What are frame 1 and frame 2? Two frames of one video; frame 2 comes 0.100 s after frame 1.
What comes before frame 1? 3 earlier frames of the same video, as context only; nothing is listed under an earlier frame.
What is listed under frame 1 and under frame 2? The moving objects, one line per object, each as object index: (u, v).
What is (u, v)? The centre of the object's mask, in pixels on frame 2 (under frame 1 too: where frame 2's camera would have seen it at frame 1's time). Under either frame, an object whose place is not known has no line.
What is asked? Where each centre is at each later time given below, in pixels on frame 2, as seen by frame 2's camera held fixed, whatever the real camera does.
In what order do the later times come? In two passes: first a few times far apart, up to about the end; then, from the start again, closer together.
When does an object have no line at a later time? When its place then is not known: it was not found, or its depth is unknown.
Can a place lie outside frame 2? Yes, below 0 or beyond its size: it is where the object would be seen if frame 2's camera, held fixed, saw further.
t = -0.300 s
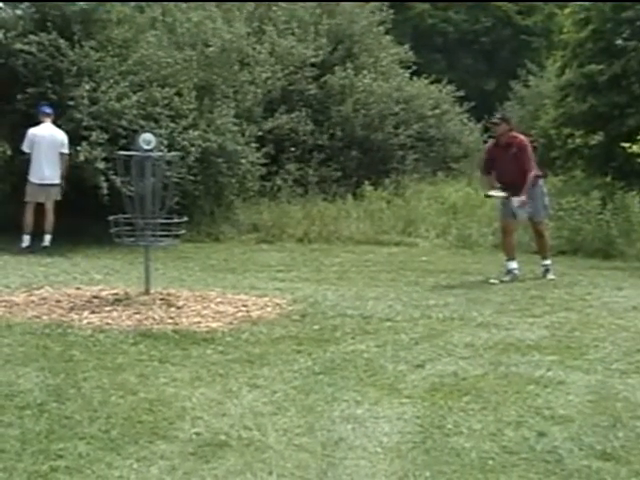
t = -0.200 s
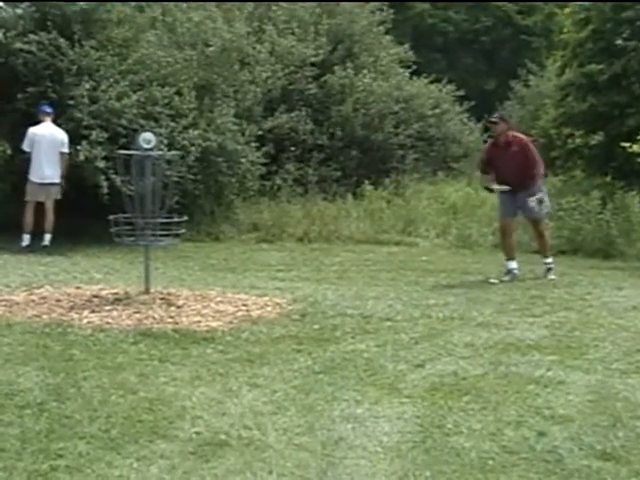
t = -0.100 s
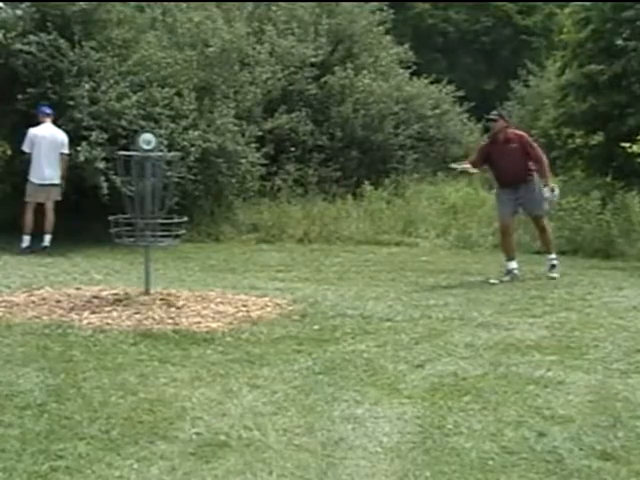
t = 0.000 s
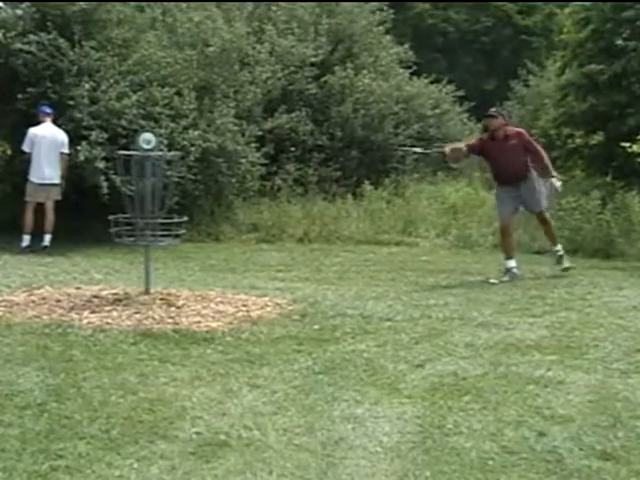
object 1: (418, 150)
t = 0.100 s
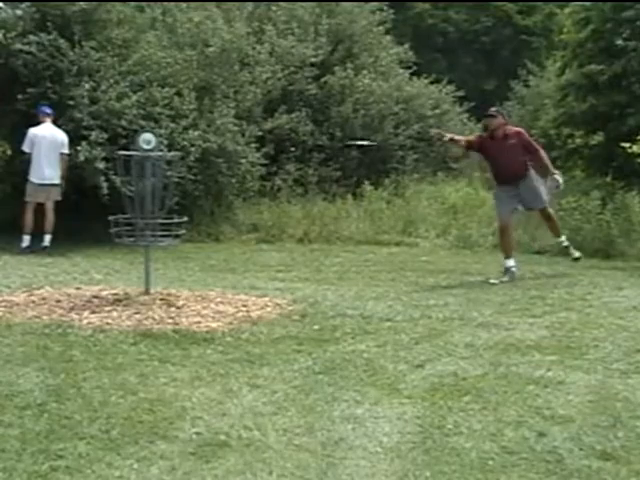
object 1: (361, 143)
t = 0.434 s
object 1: (167, 176)
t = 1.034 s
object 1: (161, 221)
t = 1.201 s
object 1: (168, 232)
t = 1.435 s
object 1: (168, 235)
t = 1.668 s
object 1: (169, 240)
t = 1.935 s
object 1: (169, 240)
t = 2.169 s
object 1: (168, 239)
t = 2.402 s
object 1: (168, 239)
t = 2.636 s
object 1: (169, 239)
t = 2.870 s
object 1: (170, 239)
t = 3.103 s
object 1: (170, 240)
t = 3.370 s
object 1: (171, 240)
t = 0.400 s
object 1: (181, 174)
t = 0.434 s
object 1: (167, 176)
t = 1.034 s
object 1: (161, 221)
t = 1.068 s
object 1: (163, 224)
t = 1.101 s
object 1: (165, 228)
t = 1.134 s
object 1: (168, 231)
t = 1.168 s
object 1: (168, 232)
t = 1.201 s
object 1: (168, 232)
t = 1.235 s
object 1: (168, 232)
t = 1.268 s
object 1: (168, 233)
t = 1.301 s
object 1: (168, 233)
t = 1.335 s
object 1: (168, 234)
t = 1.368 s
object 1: (168, 234)
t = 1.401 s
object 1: (168, 235)
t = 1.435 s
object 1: (168, 235)
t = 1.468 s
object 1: (168, 236)
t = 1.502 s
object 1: (169, 237)
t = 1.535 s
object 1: (168, 238)
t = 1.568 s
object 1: (169, 240)
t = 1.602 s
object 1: (169, 240)
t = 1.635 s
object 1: (169, 240)
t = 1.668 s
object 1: (169, 240)
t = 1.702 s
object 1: (169, 240)
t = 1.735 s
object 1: (168, 240)
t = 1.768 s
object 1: (168, 240)
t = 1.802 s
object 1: (169, 240)
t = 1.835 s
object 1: (169, 240)
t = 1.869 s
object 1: (169, 240)
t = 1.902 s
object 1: (169, 240)
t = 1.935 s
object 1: (169, 240)
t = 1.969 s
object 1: (169, 240)
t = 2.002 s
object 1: (169, 240)
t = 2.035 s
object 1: (168, 239)
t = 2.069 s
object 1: (168, 240)
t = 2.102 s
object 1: (169, 239)
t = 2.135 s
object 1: (168, 240)
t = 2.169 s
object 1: (168, 239)
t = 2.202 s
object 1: (168, 240)
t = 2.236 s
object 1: (168, 239)
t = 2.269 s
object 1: (168, 239)
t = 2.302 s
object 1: (168, 239)
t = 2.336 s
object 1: (168, 239)
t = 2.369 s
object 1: (168, 239)
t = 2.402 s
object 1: (168, 239)
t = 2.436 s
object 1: (168, 240)
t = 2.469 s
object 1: (168, 240)
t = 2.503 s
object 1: (168, 239)
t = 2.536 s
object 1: (169, 240)
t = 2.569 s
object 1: (169, 239)
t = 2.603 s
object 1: (169, 239)
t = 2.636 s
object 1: (169, 239)
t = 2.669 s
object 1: (169, 240)
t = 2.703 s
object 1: (169, 239)
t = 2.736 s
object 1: (169, 239)
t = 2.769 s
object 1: (169, 239)
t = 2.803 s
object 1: (169, 239)
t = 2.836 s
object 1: (169, 239)
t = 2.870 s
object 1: (170, 239)
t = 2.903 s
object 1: (170, 240)
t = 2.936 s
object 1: (168, 239)
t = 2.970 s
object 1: (169, 239)
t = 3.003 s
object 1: (169, 240)
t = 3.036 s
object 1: (169, 240)
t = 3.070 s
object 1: (169, 240)
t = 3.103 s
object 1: (170, 240)
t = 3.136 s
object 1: (169, 240)
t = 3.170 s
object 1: (170, 240)
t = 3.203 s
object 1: (170, 240)
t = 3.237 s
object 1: (170, 240)
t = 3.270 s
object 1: (170, 240)
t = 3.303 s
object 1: (170, 240)
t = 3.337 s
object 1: (170, 241)
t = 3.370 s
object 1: (171, 240)
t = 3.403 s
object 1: (171, 240)
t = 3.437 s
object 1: (171, 240)
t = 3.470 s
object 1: (171, 240)
